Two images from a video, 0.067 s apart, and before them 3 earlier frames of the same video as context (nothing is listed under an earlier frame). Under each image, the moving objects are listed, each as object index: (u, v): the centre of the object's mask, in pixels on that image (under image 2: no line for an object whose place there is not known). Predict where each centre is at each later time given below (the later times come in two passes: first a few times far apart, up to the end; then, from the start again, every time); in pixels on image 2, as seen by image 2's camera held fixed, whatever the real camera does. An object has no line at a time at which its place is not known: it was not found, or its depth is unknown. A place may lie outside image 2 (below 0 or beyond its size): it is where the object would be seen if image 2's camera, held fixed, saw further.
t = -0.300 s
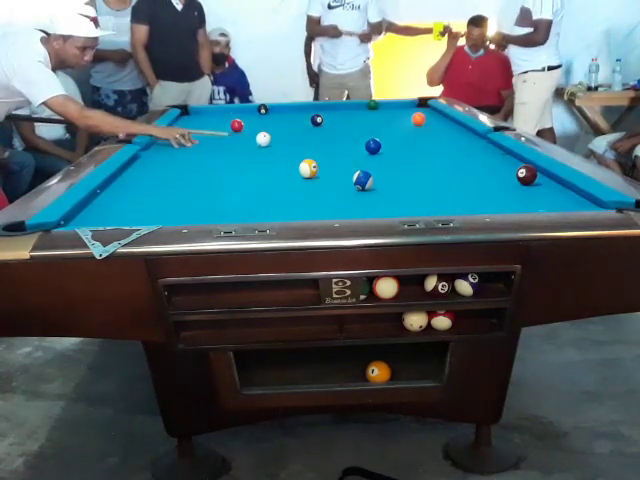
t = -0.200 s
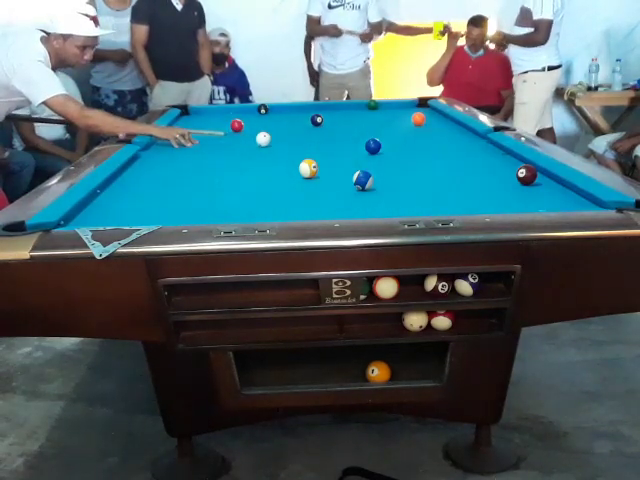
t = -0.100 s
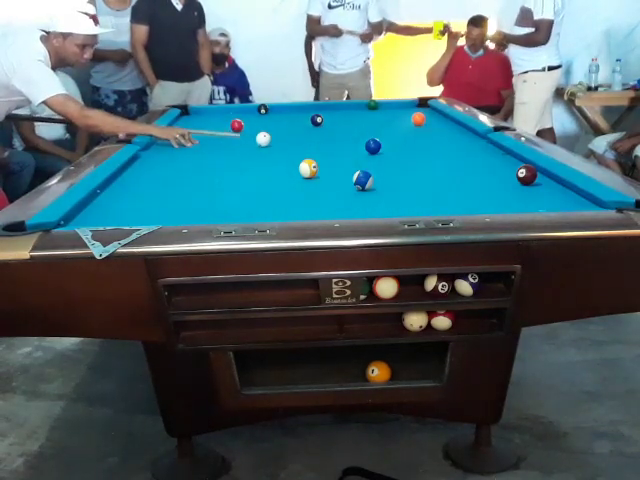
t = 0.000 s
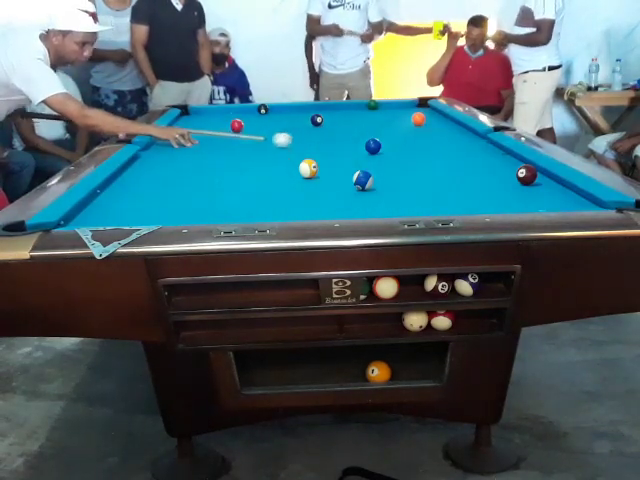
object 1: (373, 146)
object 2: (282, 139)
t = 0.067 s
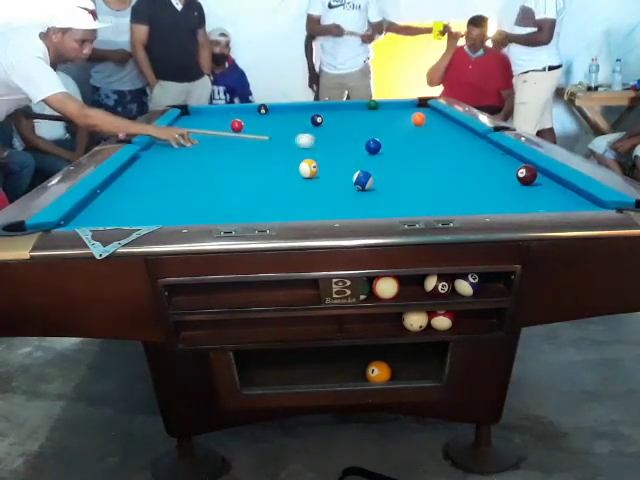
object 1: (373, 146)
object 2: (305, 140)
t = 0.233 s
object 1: (373, 146)
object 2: (360, 142)
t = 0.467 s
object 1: (392, 152)
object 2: (425, 141)
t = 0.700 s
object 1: (412, 158)
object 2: (480, 139)
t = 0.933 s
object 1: (433, 166)
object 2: (436, 141)
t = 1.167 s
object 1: (456, 172)
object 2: (392, 144)
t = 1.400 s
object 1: (479, 180)
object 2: (350, 146)
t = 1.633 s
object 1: (505, 188)
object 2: (308, 149)
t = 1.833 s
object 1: (529, 195)
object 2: (273, 150)
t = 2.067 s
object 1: (558, 201)
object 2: (233, 153)
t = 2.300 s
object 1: (585, 202)
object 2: (194, 155)
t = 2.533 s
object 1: (596, 201)
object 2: (157, 157)
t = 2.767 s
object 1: (583, 200)
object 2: (147, 158)
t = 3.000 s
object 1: (574, 200)
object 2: (172, 157)
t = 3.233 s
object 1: (567, 200)
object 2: (195, 157)
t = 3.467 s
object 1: (564, 200)
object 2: (216, 157)
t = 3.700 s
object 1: (563, 200)
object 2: (237, 156)
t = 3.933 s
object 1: (563, 199)
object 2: (255, 156)
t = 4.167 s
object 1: (564, 200)
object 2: (273, 155)
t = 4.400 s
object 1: (564, 200)
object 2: (289, 155)
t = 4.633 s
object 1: (564, 200)
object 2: (303, 153)
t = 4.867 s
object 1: (564, 200)
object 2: (316, 153)
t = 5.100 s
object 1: (564, 200)
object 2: (327, 154)
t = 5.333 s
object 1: (564, 200)
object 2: (338, 153)
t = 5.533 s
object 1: (564, 200)
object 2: (345, 153)
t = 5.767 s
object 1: (564, 200)
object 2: (352, 153)
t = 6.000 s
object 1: (564, 200)
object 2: (357, 153)
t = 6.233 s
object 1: (564, 200)
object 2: (361, 152)
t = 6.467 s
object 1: (564, 200)
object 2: (363, 152)
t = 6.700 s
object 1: (564, 200)
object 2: (363, 152)
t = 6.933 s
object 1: (564, 200)
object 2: (363, 152)
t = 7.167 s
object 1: (564, 200)
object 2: (363, 152)
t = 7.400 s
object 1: (564, 200)
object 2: (363, 152)
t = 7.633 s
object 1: (564, 200)
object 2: (363, 152)
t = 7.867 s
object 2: (363, 152)
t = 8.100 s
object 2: (363, 152)
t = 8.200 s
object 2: (363, 152)
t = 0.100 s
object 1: (373, 146)
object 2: (316, 141)
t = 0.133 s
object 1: (373, 146)
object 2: (327, 141)
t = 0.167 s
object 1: (373, 146)
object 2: (339, 142)
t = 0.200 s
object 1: (373, 146)
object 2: (350, 142)
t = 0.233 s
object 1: (373, 146)
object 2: (360, 142)
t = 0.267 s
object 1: (375, 147)
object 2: (369, 139)
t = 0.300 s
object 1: (378, 148)
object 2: (381, 139)
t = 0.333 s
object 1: (381, 148)
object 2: (391, 141)
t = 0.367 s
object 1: (384, 149)
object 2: (399, 142)
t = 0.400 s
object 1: (387, 150)
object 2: (407, 141)
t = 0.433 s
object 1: (389, 151)
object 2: (416, 141)
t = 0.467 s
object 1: (392, 152)
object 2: (425, 141)
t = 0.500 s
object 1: (395, 153)
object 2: (434, 140)
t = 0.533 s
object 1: (397, 154)
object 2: (443, 140)
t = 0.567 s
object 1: (400, 154)
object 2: (452, 140)
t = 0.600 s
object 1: (403, 156)
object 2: (461, 139)
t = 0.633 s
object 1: (406, 157)
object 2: (469, 139)
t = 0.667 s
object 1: (409, 158)
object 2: (478, 139)
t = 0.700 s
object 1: (412, 158)
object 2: (480, 139)
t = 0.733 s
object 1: (415, 159)
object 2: (474, 139)
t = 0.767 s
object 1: (418, 160)
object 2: (468, 140)
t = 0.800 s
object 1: (421, 161)
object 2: (461, 140)
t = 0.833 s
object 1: (424, 162)
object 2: (455, 140)
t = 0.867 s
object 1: (427, 163)
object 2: (448, 141)
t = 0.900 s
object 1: (430, 164)
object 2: (442, 141)
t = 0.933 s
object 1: (433, 166)
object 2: (436, 141)
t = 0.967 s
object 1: (437, 167)
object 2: (430, 142)
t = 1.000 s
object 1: (439, 167)
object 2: (423, 142)
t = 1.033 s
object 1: (442, 168)
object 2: (417, 143)
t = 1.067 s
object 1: (446, 169)
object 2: (411, 143)
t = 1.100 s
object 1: (449, 170)
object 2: (405, 143)
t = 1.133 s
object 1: (452, 171)
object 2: (398, 144)
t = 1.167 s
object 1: (456, 172)
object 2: (392, 144)
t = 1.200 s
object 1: (459, 173)
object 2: (386, 144)
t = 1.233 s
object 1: (462, 174)
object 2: (380, 144)
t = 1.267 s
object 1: (466, 176)
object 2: (374, 145)
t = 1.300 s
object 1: (469, 177)
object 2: (368, 145)
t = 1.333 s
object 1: (472, 177)
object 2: (362, 145)
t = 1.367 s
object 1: (476, 178)
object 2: (356, 146)
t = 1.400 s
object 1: (479, 180)
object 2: (350, 146)
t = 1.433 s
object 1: (483, 181)
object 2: (344, 147)
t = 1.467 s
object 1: (487, 182)
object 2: (338, 147)
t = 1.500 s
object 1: (491, 183)
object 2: (332, 147)
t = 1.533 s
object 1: (494, 184)
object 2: (326, 147)
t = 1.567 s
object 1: (498, 186)
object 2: (320, 148)
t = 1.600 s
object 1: (501, 187)
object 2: (314, 148)
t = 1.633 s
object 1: (505, 188)
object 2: (308, 149)
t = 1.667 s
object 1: (509, 189)
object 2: (302, 149)
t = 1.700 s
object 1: (513, 190)
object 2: (296, 149)
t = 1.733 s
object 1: (517, 191)
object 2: (290, 150)
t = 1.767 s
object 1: (521, 193)
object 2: (284, 150)
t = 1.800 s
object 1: (525, 194)
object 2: (279, 150)
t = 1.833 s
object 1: (529, 195)
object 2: (273, 150)
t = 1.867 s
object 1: (533, 196)
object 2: (267, 151)
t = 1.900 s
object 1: (537, 197)
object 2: (262, 151)
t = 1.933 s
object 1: (541, 198)
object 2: (256, 151)
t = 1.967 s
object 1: (546, 199)
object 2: (250, 152)
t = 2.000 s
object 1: (550, 200)
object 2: (244, 152)
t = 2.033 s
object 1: (554, 200)
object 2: (239, 152)
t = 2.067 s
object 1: (558, 201)
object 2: (233, 153)
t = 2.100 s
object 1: (563, 201)
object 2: (227, 153)
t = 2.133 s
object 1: (567, 202)
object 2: (222, 153)
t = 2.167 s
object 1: (572, 203)
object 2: (216, 154)
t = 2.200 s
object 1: (577, 203)
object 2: (211, 154)
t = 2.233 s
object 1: (580, 203)
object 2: (205, 154)
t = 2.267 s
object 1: (582, 203)
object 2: (200, 154)
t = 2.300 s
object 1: (585, 202)
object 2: (194, 155)
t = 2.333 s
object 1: (586, 202)
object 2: (189, 155)
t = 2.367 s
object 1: (587, 202)
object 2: (184, 155)
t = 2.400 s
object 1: (588, 201)
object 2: (179, 155)
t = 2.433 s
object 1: (592, 202)
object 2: (173, 156)
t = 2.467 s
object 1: (592, 201)
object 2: (168, 156)
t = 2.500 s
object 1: (594, 201)
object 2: (163, 156)
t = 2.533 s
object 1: (596, 201)
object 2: (157, 157)
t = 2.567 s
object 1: (594, 201)
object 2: (152, 157)
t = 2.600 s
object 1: (593, 201)
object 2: (147, 157)
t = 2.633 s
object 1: (591, 201)
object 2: (142, 157)
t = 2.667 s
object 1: (590, 201)
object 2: (137, 158)
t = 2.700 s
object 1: (587, 200)
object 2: (140, 158)
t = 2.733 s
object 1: (584, 200)
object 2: (144, 158)
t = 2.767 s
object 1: (583, 200)
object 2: (147, 158)
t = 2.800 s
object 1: (582, 200)
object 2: (151, 157)
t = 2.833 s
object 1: (581, 200)
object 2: (154, 158)
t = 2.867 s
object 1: (579, 200)
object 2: (158, 158)
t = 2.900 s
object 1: (579, 200)
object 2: (161, 157)
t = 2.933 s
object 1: (577, 200)
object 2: (165, 157)
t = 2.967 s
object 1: (576, 199)
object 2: (168, 157)
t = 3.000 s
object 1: (574, 200)
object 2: (172, 157)
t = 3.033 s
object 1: (572, 200)
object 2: (175, 157)
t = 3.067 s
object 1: (572, 200)
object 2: (178, 157)
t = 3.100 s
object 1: (570, 200)
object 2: (182, 157)
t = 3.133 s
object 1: (570, 200)
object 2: (185, 157)
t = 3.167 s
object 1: (569, 200)
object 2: (188, 157)
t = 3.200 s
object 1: (568, 200)
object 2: (191, 157)
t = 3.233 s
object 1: (567, 200)
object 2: (195, 157)
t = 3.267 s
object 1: (567, 200)
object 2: (198, 157)
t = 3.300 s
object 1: (566, 200)
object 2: (201, 157)
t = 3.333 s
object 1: (565, 200)
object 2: (204, 157)
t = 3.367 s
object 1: (565, 200)
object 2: (207, 157)
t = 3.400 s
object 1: (564, 200)
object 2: (210, 157)
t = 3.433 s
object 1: (564, 200)
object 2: (213, 157)
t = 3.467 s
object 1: (564, 200)
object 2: (216, 157)
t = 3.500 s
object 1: (563, 200)
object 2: (219, 156)
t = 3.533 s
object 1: (563, 200)
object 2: (222, 156)
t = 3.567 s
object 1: (563, 200)
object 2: (225, 156)
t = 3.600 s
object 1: (563, 200)
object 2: (228, 156)
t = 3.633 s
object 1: (563, 200)
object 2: (231, 156)
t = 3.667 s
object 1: (563, 200)
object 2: (234, 156)
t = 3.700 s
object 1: (563, 200)
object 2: (237, 156)
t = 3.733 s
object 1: (563, 200)
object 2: (240, 156)
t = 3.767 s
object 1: (563, 200)
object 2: (242, 156)
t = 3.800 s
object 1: (563, 200)
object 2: (245, 156)
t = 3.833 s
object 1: (563, 200)
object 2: (247, 156)
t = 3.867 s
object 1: (563, 199)
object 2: (250, 156)
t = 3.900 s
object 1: (563, 200)
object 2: (253, 156)
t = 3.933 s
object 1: (563, 199)
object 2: (255, 156)
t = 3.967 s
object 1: (563, 199)
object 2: (258, 156)
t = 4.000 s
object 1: (563, 199)
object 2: (261, 156)
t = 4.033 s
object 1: (563, 200)
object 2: (263, 156)
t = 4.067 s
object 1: (563, 200)
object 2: (266, 155)
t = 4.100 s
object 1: (563, 199)
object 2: (268, 155)
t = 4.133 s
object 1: (563, 199)
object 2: (271, 155)
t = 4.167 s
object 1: (564, 200)
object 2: (273, 155)
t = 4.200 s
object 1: (563, 199)
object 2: (275, 155)
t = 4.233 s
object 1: (564, 200)
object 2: (278, 155)
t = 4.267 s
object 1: (564, 200)
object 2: (280, 155)
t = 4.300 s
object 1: (563, 199)
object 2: (282, 155)
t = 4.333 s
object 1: (563, 200)
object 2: (284, 155)
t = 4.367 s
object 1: (564, 200)
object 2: (287, 155)
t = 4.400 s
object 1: (564, 200)
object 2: (289, 155)
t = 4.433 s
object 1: (564, 200)
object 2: (291, 155)
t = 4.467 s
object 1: (564, 199)
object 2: (293, 155)
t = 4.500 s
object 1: (564, 200)
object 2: (295, 155)
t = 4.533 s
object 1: (564, 200)
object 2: (297, 154)
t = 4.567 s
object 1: (564, 200)
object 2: (299, 154)
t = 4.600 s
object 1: (564, 200)
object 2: (301, 154)
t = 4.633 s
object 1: (564, 200)
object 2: (303, 153)
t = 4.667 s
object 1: (564, 200)
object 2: (305, 153)
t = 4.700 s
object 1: (564, 200)
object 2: (307, 153)
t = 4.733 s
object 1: (563, 200)
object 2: (309, 153)
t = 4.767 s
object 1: (564, 200)
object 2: (311, 153)
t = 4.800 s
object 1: (563, 200)
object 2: (313, 153)
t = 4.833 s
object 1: (563, 200)
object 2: (315, 153)
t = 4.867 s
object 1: (564, 200)
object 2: (316, 153)
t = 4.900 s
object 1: (564, 200)
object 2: (318, 153)
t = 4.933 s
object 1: (564, 200)
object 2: (320, 154)
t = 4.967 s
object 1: (564, 200)
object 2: (321, 154)
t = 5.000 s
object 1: (564, 200)
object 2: (323, 154)
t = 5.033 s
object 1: (564, 200)
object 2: (324, 154)
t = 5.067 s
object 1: (564, 200)
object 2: (326, 154)
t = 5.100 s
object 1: (564, 200)
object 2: (327, 154)
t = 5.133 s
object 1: (564, 200)
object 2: (329, 154)
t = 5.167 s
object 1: (563, 200)
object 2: (331, 154)
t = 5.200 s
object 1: (563, 200)
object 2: (332, 153)
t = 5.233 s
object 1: (564, 200)
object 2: (333, 153)
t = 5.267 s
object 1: (564, 200)
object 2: (335, 153)
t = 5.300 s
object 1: (564, 200)
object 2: (336, 153)
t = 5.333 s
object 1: (564, 200)
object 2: (338, 153)
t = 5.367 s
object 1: (563, 200)
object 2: (339, 153)
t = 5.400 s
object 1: (564, 200)
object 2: (340, 153)
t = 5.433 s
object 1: (564, 200)
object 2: (341, 153)
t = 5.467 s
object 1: (563, 200)
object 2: (343, 153)
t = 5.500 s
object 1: (564, 200)
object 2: (344, 153)
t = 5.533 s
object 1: (564, 200)
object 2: (345, 153)
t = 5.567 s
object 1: (563, 200)
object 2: (346, 153)
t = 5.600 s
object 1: (564, 200)
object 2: (347, 153)
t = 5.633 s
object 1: (564, 200)
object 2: (348, 153)
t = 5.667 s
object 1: (564, 200)
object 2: (349, 153)
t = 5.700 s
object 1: (564, 200)
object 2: (350, 153)
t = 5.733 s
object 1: (564, 200)
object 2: (351, 153)
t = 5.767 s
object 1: (564, 200)
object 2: (352, 153)
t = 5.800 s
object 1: (564, 200)
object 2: (353, 153)
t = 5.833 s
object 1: (564, 200)
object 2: (354, 153)
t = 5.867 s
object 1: (564, 200)
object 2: (354, 153)
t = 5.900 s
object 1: (564, 200)
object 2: (355, 153)
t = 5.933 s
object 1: (564, 200)
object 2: (356, 153)
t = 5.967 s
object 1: (564, 200)
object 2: (356, 153)
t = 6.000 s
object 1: (564, 200)
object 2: (357, 153)
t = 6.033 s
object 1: (564, 200)
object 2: (358, 152)
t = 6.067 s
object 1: (564, 200)
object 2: (359, 153)
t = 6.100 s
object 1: (564, 200)
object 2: (359, 153)
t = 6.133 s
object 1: (564, 200)
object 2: (359, 153)
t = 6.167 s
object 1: (564, 200)
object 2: (360, 153)
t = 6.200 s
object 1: (564, 200)
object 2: (361, 152)
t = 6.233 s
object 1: (564, 200)
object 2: (361, 152)
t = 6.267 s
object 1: (564, 200)
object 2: (361, 152)
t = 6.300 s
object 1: (564, 200)
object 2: (362, 152)
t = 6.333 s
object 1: (564, 200)
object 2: (362, 152)
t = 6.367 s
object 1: (564, 200)
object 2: (362, 152)
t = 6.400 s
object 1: (564, 200)
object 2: (362, 152)
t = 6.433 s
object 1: (564, 200)
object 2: (363, 152)
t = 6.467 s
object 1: (564, 200)
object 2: (363, 152)
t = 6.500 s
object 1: (564, 200)
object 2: (363, 152)
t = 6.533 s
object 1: (564, 200)
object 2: (363, 152)
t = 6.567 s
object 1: (564, 200)
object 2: (363, 152)
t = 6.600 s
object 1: (564, 200)
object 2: (363, 152)
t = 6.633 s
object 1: (564, 200)
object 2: (363, 152)
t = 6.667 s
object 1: (564, 200)
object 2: (363, 152)
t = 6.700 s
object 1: (564, 200)
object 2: (363, 152)
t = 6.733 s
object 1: (564, 200)
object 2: (363, 152)
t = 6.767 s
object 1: (564, 200)
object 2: (363, 152)
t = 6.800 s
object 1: (564, 200)
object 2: (363, 152)
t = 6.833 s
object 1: (564, 200)
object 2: (363, 152)
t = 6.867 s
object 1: (564, 200)
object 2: (363, 152)
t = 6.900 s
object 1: (564, 200)
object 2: (363, 152)
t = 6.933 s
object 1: (564, 200)
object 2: (363, 152)
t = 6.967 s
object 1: (564, 200)
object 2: (363, 152)
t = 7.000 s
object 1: (564, 200)
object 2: (363, 152)
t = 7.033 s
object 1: (564, 200)
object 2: (363, 152)
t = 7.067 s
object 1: (564, 200)
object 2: (363, 152)
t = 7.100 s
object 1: (564, 200)
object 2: (363, 152)
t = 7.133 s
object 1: (564, 200)
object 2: (363, 152)
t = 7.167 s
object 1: (564, 200)
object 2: (363, 152)
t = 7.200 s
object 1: (564, 200)
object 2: (363, 152)
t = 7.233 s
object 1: (564, 200)
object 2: (363, 152)
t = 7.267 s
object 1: (564, 200)
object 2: (363, 152)
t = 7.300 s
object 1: (564, 199)
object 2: (363, 152)
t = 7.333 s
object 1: (564, 200)
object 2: (363, 152)
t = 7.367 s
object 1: (564, 200)
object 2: (363, 152)
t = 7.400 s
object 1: (564, 200)
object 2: (363, 152)
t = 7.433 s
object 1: (564, 200)
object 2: (363, 152)
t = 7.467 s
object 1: (564, 200)
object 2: (363, 152)
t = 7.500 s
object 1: (564, 200)
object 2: (363, 152)
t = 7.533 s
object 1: (564, 200)
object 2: (363, 152)
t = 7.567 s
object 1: (564, 200)
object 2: (363, 152)
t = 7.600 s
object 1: (564, 199)
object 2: (363, 152)
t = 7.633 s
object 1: (564, 200)
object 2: (363, 152)
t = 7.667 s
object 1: (564, 200)
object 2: (363, 152)
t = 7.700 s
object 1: (564, 200)
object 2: (363, 152)
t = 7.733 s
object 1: (564, 199)
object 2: (363, 152)
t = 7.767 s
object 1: (564, 200)
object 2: (363, 152)
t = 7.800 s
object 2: (363, 152)
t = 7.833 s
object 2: (363, 152)
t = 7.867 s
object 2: (363, 152)
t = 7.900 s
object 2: (363, 152)
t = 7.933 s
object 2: (363, 152)
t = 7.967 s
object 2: (363, 152)
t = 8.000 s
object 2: (363, 152)
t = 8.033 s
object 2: (363, 152)
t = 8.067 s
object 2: (363, 152)
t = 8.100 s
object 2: (363, 152)
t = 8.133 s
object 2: (363, 152)
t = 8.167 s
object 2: (363, 152)
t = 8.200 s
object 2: (363, 152)
